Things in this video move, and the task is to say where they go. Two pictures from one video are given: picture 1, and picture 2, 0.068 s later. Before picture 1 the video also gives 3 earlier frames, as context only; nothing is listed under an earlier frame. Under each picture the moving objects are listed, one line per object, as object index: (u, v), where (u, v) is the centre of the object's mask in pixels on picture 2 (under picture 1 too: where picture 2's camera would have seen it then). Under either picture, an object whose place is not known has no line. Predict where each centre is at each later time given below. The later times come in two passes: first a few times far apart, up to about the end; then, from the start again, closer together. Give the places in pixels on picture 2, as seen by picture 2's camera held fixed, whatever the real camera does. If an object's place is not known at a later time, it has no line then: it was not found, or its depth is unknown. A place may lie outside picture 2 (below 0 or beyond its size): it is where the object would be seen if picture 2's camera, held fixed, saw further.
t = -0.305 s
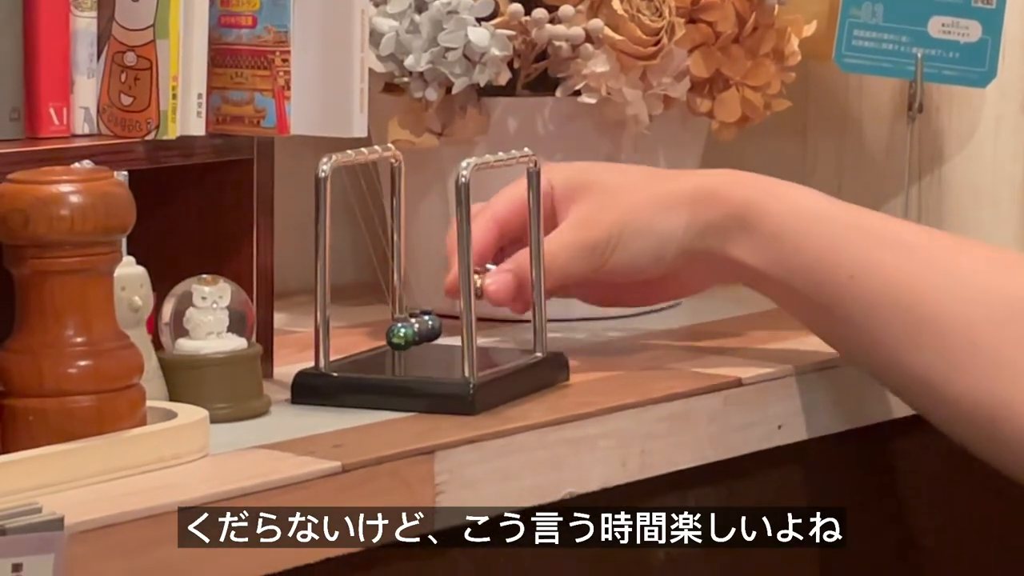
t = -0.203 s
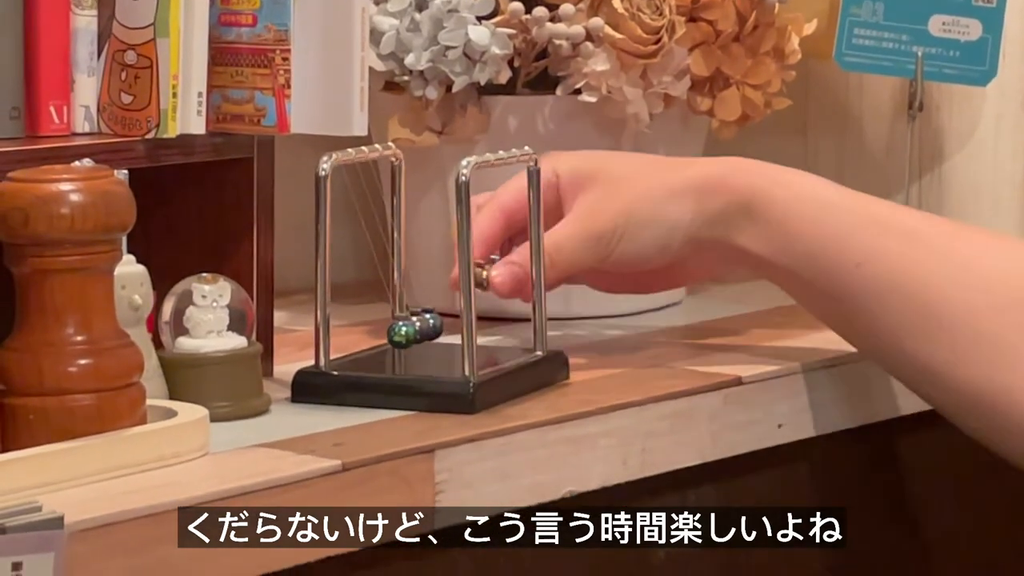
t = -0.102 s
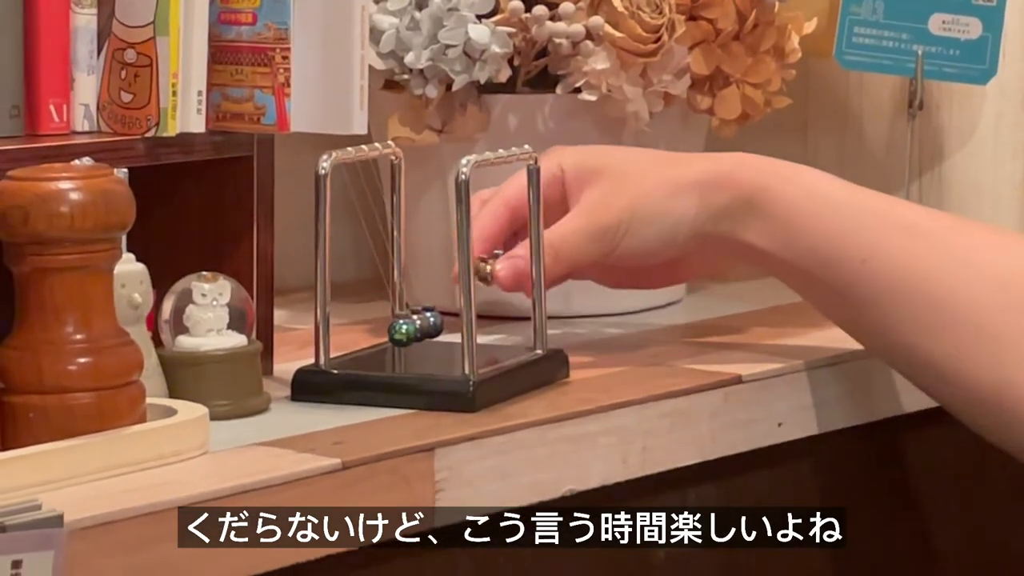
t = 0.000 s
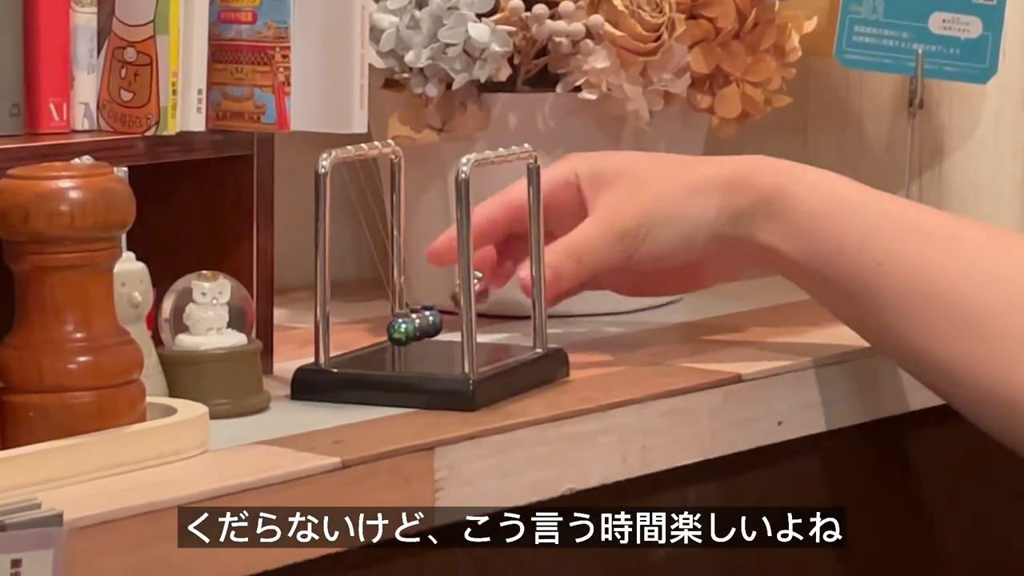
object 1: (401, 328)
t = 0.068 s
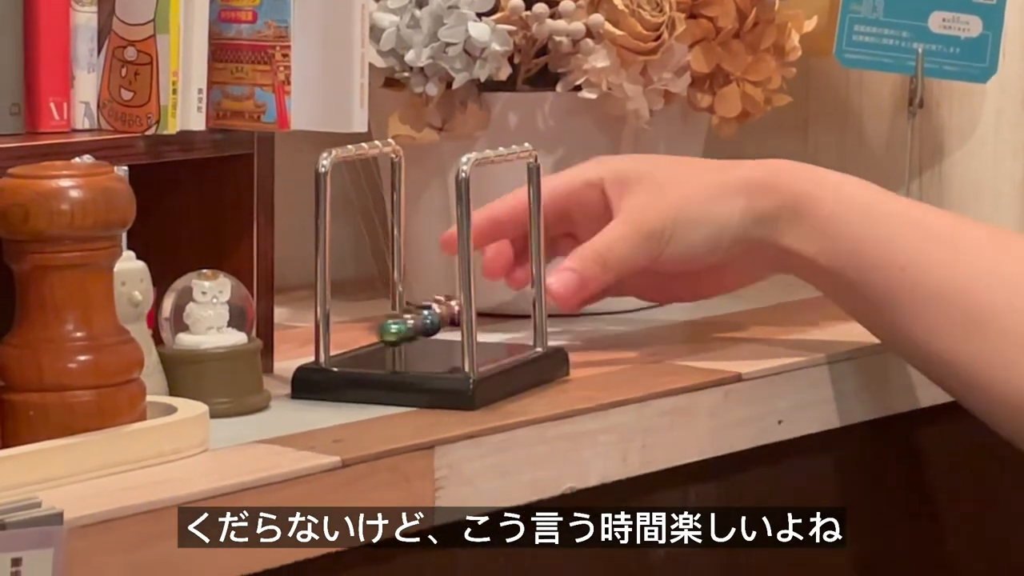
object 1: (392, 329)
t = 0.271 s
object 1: (375, 327)
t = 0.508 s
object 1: (403, 328)
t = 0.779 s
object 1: (369, 324)
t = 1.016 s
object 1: (403, 327)
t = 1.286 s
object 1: (363, 320)
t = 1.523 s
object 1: (404, 326)
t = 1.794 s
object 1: (369, 325)
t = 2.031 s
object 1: (405, 326)
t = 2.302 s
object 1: (368, 323)
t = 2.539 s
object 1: (406, 326)
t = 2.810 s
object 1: (368, 323)
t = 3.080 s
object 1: (406, 325)
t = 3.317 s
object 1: (369, 324)
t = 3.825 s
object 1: (373, 326)
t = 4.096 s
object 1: (408, 326)
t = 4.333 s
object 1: (375, 327)
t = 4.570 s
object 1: (409, 323)
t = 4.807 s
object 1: (376, 327)
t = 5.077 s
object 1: (412, 324)
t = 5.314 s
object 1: (379, 329)
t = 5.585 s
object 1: (411, 323)
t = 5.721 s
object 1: (400, 328)
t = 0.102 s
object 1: (375, 327)
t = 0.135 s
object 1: (362, 319)
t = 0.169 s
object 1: (355, 314)
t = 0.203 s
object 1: (355, 314)
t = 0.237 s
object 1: (362, 320)
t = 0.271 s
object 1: (375, 327)
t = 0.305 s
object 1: (392, 330)
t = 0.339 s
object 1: (402, 328)
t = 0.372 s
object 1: (401, 328)
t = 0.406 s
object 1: (403, 328)
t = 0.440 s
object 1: (403, 328)
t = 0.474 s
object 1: (403, 328)
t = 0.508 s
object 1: (403, 328)
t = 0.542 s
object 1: (402, 329)
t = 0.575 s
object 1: (401, 329)
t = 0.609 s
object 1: (386, 329)
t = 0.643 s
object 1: (370, 325)
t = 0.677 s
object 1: (360, 319)
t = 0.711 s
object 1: (358, 316)
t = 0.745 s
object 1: (360, 318)
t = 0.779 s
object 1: (369, 324)
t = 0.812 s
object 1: (383, 329)
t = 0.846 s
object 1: (401, 328)
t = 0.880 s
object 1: (403, 327)
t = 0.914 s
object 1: (403, 327)
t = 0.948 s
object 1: (404, 326)
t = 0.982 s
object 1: (403, 327)
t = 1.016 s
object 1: (403, 327)
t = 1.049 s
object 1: (402, 327)
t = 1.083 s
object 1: (401, 328)
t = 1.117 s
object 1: (397, 330)
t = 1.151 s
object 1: (380, 328)
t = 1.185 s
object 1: (366, 322)
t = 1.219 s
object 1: (359, 317)
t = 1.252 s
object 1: (358, 316)
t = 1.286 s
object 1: (363, 320)
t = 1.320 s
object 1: (375, 327)
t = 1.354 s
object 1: (392, 329)
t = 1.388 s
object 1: (403, 328)
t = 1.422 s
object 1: (405, 327)
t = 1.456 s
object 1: (405, 326)
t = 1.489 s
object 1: (405, 326)
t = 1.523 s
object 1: (404, 326)
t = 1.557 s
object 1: (402, 327)
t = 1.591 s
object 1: (400, 328)
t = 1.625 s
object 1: (390, 330)
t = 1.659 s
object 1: (375, 327)
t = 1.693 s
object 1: (364, 323)
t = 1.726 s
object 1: (360, 319)
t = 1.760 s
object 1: (362, 320)
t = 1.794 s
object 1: (369, 325)
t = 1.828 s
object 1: (383, 330)
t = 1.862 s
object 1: (400, 328)
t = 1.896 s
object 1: (404, 326)
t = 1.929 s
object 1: (406, 326)
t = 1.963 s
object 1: (406, 326)
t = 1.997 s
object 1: (406, 326)
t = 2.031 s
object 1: (405, 326)
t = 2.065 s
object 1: (403, 327)
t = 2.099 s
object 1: (400, 328)
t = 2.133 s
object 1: (396, 329)
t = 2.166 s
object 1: (383, 329)
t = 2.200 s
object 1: (371, 325)
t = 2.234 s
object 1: (364, 321)
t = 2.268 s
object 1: (363, 320)
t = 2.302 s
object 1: (368, 323)
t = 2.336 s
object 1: (378, 328)
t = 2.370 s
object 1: (393, 329)
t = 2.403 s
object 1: (404, 326)
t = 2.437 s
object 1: (406, 326)
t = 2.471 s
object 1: (407, 325)
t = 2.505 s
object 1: (407, 325)
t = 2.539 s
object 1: (406, 326)
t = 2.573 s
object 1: (405, 326)
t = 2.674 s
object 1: (390, 330)
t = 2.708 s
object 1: (378, 328)
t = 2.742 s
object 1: (370, 324)
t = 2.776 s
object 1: (366, 322)
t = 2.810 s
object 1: (368, 323)
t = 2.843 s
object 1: (375, 326)
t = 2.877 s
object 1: (387, 330)
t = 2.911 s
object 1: (401, 328)
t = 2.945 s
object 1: (407, 326)
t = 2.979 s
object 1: (408, 325)
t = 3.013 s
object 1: (408, 324)
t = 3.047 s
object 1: (408, 325)
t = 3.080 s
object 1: (406, 325)
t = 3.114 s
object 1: (405, 327)
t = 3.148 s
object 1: (401, 328)
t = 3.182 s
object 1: (396, 329)
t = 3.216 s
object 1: (384, 330)
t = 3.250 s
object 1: (374, 327)
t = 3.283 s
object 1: (370, 324)
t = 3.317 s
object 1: (369, 324)
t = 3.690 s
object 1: (390, 329)
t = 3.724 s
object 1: (380, 328)
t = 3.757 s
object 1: (373, 326)
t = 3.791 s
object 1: (370, 325)
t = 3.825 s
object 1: (373, 326)
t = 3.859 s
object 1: (381, 328)
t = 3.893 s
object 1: (392, 329)
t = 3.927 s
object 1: (403, 327)
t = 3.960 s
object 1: (408, 325)
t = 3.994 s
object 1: (410, 324)
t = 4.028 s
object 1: (411, 324)
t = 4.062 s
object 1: (410, 325)
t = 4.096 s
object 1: (408, 326)
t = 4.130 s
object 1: (404, 327)
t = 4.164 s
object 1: (400, 329)
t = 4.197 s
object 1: (395, 330)
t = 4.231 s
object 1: (384, 330)
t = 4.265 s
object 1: (377, 328)
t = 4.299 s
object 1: (374, 327)
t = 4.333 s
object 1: (375, 327)
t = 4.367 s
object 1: (380, 328)
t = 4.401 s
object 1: (389, 330)
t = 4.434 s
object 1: (400, 328)
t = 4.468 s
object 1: (407, 326)
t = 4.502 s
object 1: (409, 324)
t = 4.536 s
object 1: (411, 323)
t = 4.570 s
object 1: (409, 323)
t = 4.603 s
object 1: (408, 324)
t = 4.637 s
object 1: (405, 326)
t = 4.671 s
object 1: (401, 328)
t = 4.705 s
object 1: (397, 329)
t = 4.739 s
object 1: (388, 330)
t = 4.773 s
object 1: (380, 329)
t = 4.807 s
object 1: (376, 327)
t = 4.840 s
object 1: (376, 327)
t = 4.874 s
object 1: (380, 328)
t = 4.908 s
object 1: (387, 330)
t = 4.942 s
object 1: (396, 330)
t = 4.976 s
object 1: (406, 326)
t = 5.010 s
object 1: (410, 325)
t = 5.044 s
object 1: (412, 325)
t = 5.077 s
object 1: (412, 324)
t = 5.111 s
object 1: (411, 325)
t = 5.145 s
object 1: (408, 326)
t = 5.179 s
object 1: (403, 327)
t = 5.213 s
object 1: (399, 329)
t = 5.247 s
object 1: (392, 330)
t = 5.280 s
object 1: (384, 330)
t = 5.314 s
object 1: (379, 329)
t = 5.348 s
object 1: (378, 328)
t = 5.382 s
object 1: (380, 329)
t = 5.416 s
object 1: (385, 330)
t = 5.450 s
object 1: (394, 330)
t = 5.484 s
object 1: (403, 327)
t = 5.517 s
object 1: (408, 325)
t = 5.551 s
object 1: (410, 324)
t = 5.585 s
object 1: (411, 323)
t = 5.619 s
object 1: (411, 324)
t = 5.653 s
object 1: (408, 325)
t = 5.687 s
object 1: (405, 326)
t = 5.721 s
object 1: (400, 328)
